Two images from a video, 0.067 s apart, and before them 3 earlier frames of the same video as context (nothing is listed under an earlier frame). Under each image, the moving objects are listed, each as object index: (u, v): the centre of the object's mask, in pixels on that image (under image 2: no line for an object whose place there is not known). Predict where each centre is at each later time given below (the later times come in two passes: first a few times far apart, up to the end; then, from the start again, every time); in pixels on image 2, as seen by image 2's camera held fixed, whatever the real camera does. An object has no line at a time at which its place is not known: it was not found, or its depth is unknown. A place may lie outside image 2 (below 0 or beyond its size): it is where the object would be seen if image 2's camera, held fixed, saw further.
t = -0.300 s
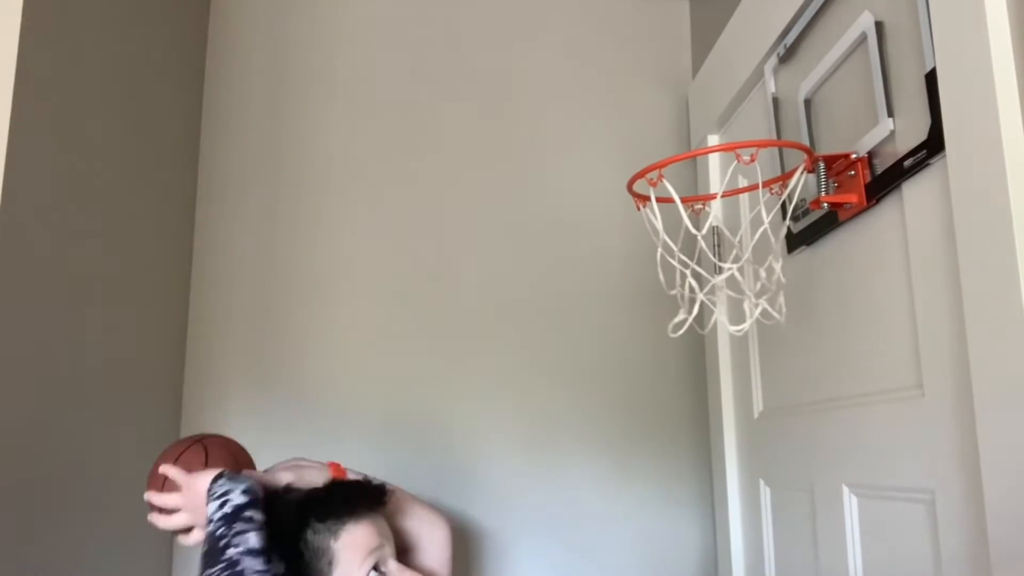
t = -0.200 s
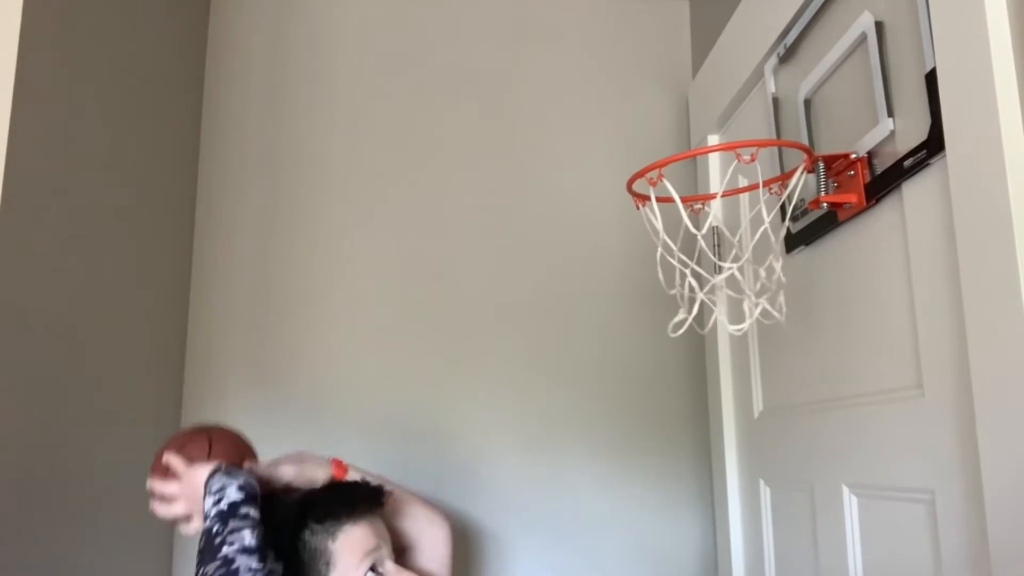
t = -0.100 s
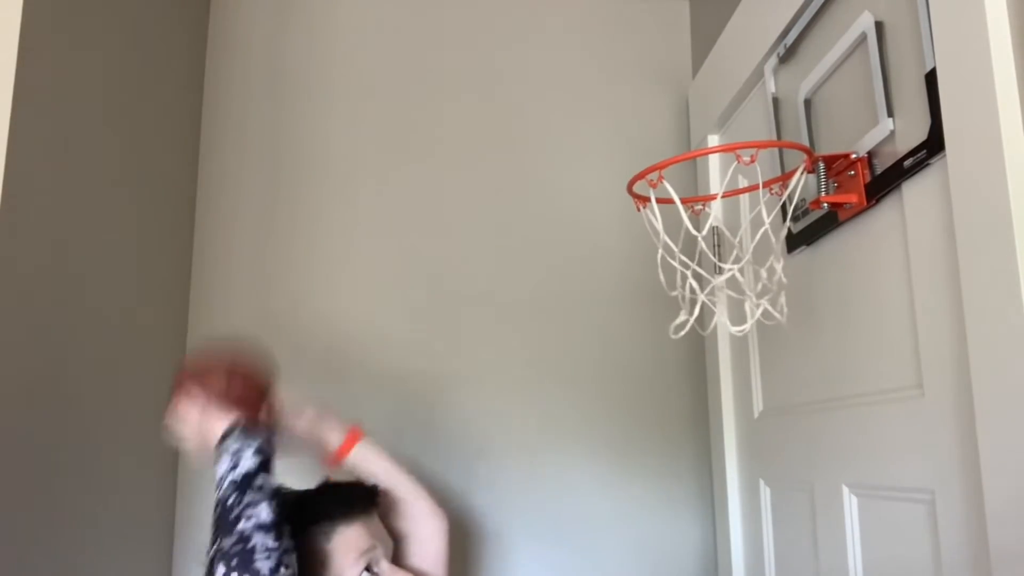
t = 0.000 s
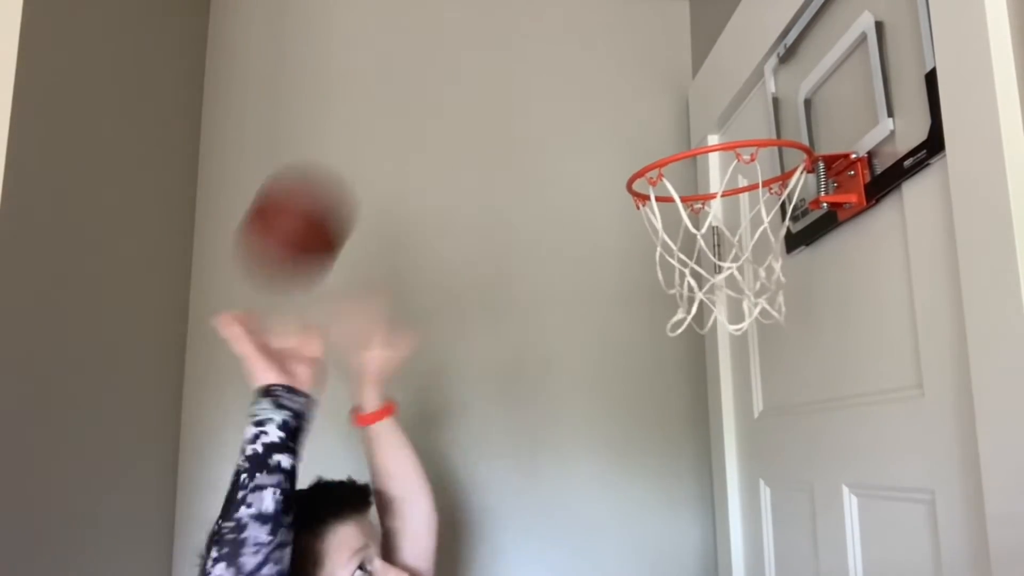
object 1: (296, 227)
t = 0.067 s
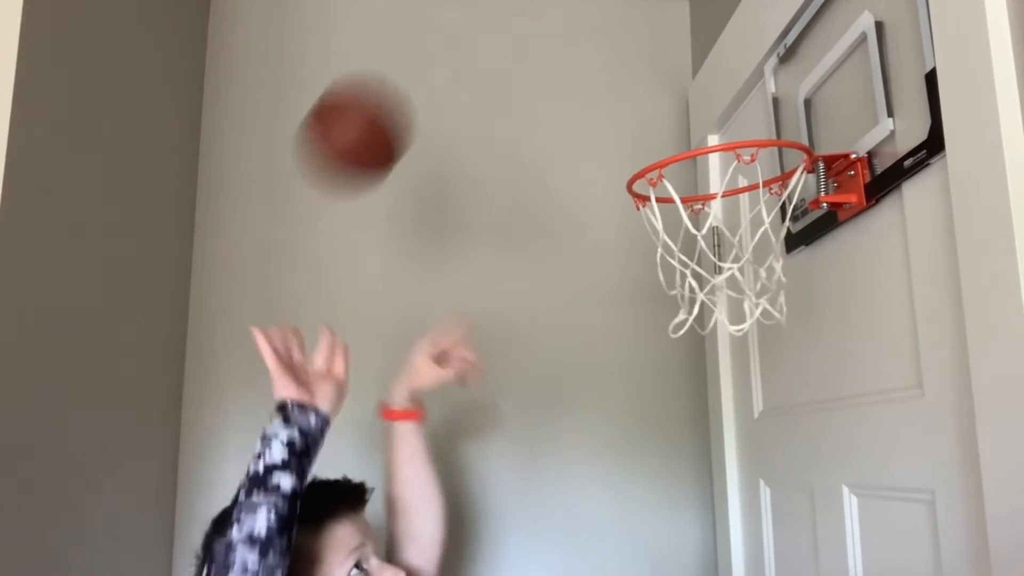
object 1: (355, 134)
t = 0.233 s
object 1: (506, 33)
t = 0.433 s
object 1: (706, 112)
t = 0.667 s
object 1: (696, 171)
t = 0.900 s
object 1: (765, 283)
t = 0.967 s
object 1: (791, 373)
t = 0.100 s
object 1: (385, 96)
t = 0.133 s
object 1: (415, 67)
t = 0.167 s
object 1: (443, 47)
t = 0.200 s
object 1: (475, 38)
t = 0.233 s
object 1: (506, 33)
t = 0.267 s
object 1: (540, 32)
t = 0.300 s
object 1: (575, 37)
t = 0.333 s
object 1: (610, 46)
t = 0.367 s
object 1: (644, 66)
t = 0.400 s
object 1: (681, 95)
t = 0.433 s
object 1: (706, 112)
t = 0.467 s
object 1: (728, 115)
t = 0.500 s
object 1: (739, 111)
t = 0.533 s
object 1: (750, 134)
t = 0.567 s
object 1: (745, 150)
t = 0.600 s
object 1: (718, 164)
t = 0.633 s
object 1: (705, 169)
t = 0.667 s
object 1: (696, 171)
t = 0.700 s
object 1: (689, 169)
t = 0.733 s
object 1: (700, 176)
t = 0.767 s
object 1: (714, 187)
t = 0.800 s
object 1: (721, 196)
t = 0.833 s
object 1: (738, 231)
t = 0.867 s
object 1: (753, 247)
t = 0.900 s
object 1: (765, 283)
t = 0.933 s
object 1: (779, 338)
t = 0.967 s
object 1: (791, 373)
